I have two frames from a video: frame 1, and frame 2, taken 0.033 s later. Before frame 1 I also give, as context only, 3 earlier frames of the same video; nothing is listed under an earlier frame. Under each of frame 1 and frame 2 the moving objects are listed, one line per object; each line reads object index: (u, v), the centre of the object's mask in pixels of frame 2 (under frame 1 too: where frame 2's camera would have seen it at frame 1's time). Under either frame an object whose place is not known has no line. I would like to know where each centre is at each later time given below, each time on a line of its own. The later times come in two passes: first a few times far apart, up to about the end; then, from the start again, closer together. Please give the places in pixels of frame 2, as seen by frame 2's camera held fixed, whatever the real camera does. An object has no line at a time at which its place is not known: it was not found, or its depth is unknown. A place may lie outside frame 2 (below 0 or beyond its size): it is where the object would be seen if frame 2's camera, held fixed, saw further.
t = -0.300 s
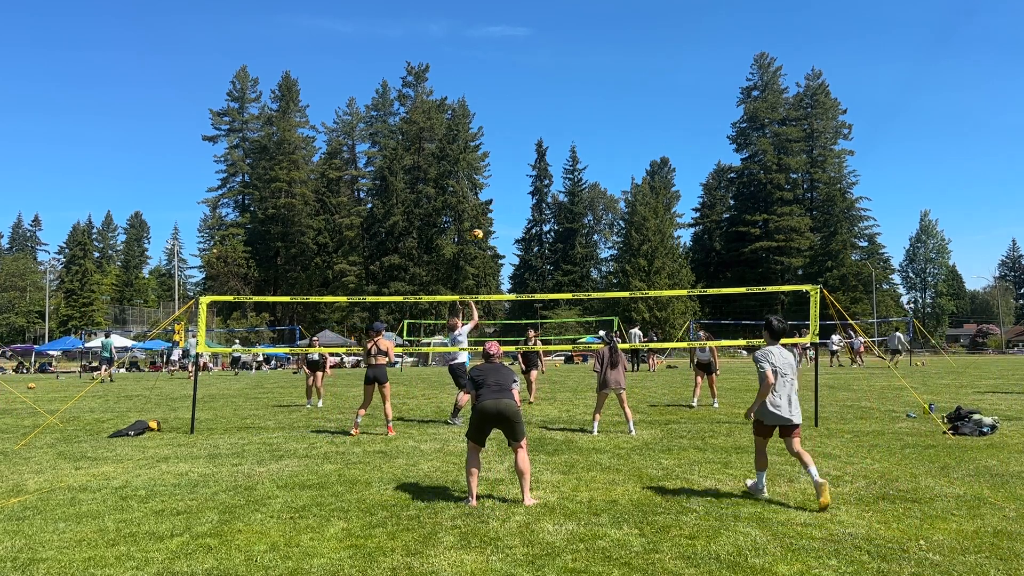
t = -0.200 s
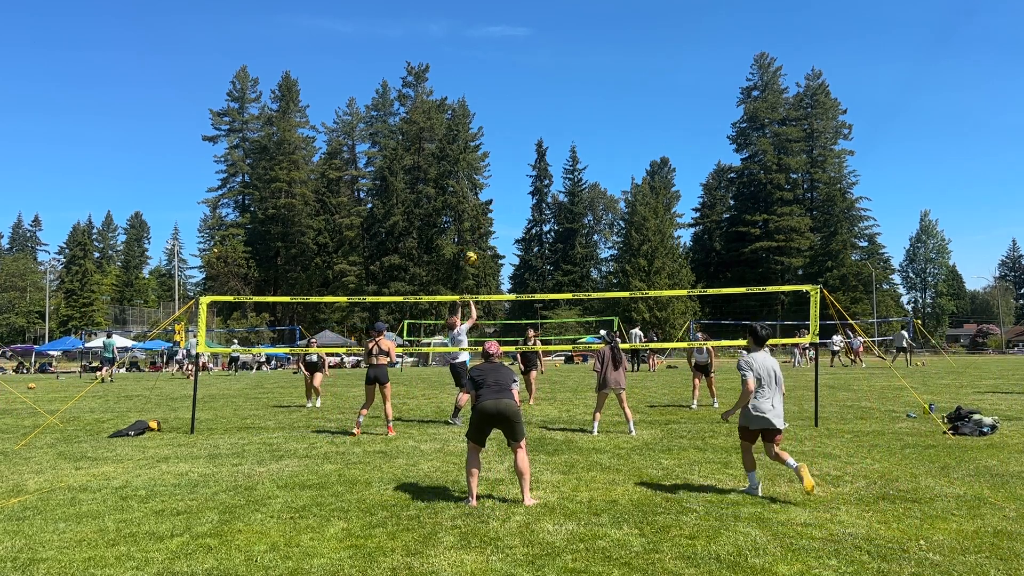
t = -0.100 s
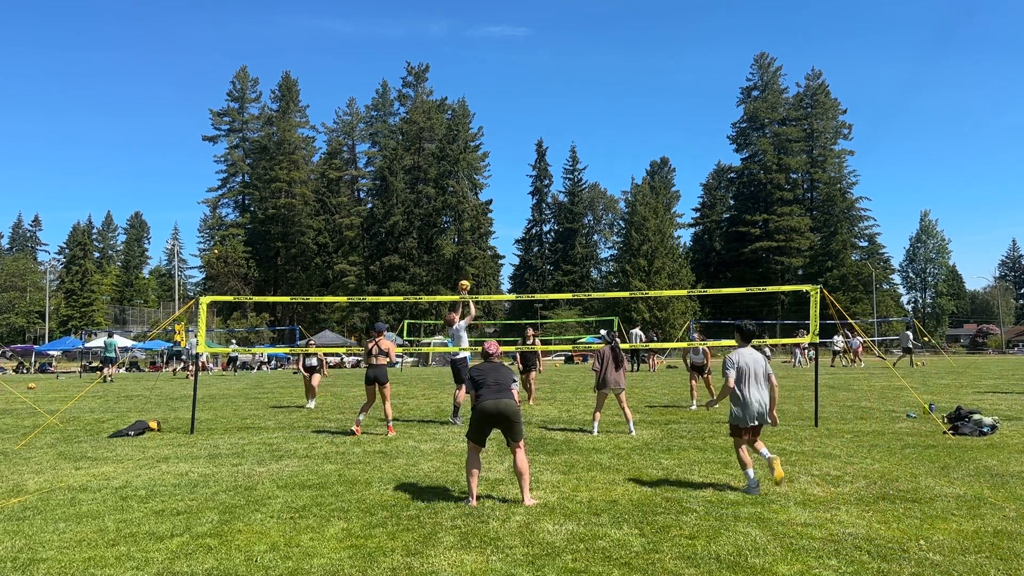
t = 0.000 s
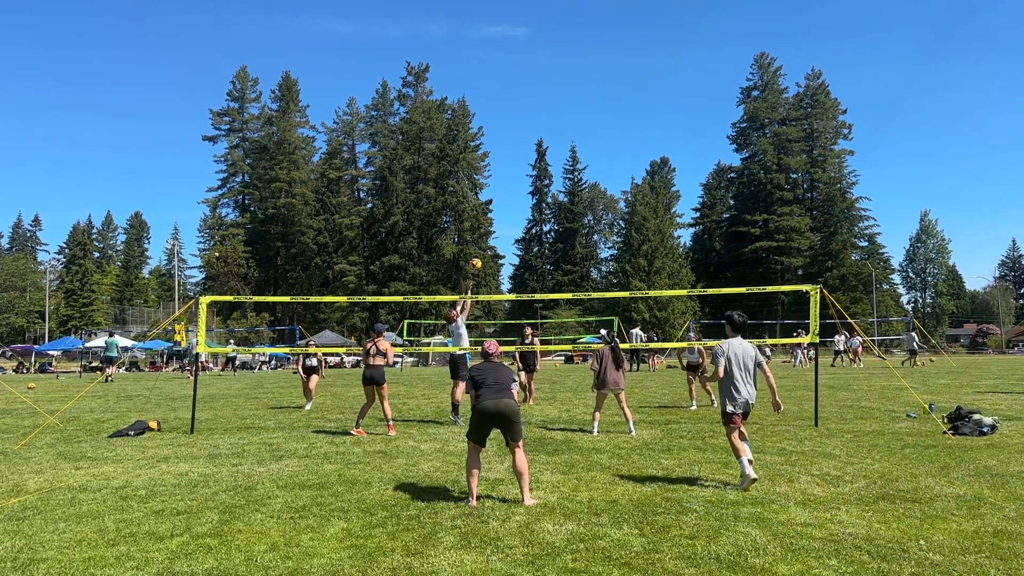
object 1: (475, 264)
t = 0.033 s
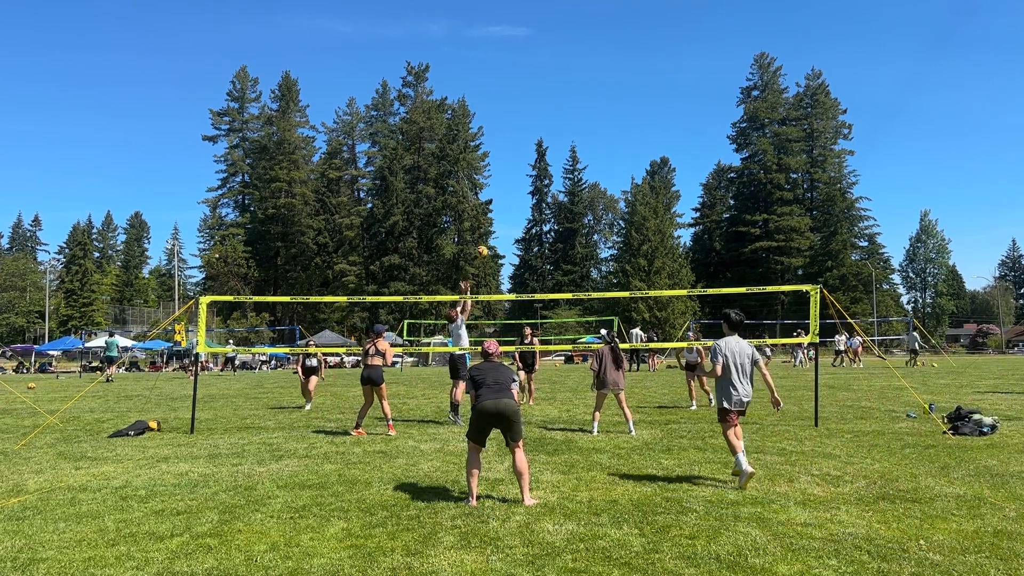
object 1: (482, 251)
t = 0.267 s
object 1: (525, 184)
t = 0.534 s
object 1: (574, 147)
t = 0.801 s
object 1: (622, 149)
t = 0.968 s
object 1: (653, 170)
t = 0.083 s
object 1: (491, 234)
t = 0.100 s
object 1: (495, 229)
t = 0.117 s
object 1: (497, 224)
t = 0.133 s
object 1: (501, 219)
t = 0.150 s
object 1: (504, 214)
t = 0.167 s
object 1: (507, 209)
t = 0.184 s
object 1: (510, 205)
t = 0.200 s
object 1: (513, 200)
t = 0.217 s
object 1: (516, 196)
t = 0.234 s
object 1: (519, 192)
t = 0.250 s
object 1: (522, 188)
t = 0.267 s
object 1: (525, 184)
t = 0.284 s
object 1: (528, 181)
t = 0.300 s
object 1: (531, 177)
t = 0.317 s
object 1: (534, 174)
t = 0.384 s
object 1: (547, 163)
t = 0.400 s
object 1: (550, 161)
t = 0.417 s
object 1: (552, 159)
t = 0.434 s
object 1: (556, 156)
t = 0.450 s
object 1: (559, 154)
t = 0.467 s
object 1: (561, 153)
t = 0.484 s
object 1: (564, 151)
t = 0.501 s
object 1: (568, 149)
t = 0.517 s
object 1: (571, 148)
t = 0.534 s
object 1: (574, 147)
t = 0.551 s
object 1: (577, 146)
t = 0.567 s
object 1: (580, 145)
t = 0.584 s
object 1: (583, 144)
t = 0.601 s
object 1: (586, 144)
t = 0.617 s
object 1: (589, 144)
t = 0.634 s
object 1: (592, 143)
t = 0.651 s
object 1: (595, 143)
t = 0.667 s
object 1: (598, 143)
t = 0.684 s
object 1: (601, 144)
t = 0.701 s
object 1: (604, 144)
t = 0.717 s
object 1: (607, 144)
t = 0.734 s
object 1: (610, 145)
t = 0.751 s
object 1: (613, 146)
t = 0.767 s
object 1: (616, 147)
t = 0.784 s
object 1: (619, 148)
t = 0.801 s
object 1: (622, 149)
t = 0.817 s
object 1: (625, 151)
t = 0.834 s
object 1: (628, 152)
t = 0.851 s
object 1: (631, 154)
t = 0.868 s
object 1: (634, 156)
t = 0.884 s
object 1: (637, 158)
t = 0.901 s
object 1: (640, 160)
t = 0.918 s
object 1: (643, 162)
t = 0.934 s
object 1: (646, 165)
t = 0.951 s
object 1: (649, 168)
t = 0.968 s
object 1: (653, 170)
